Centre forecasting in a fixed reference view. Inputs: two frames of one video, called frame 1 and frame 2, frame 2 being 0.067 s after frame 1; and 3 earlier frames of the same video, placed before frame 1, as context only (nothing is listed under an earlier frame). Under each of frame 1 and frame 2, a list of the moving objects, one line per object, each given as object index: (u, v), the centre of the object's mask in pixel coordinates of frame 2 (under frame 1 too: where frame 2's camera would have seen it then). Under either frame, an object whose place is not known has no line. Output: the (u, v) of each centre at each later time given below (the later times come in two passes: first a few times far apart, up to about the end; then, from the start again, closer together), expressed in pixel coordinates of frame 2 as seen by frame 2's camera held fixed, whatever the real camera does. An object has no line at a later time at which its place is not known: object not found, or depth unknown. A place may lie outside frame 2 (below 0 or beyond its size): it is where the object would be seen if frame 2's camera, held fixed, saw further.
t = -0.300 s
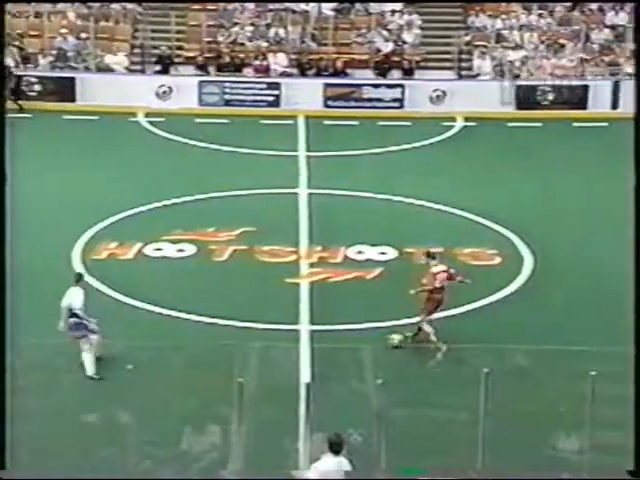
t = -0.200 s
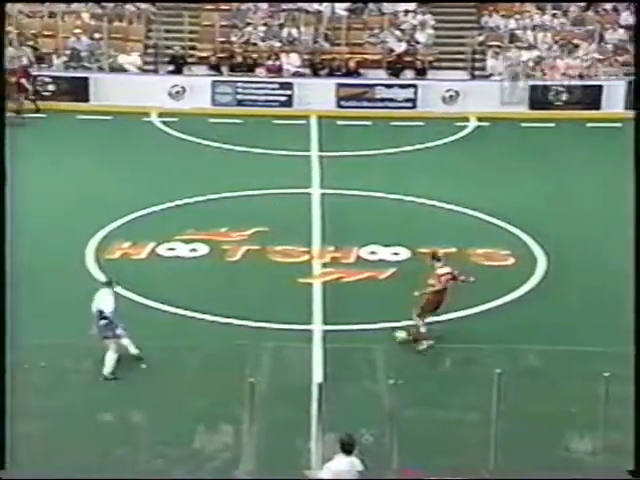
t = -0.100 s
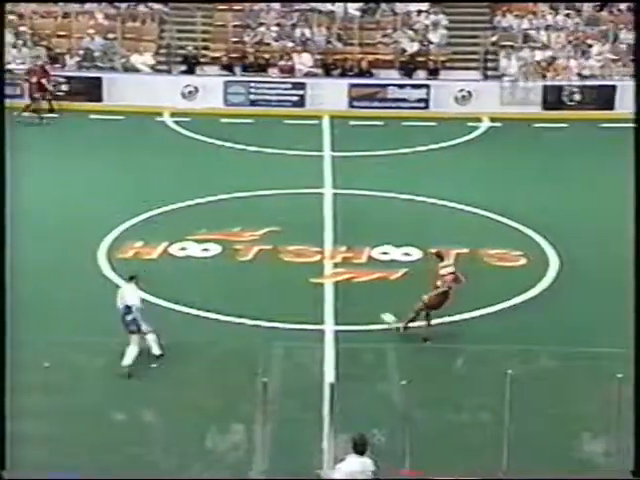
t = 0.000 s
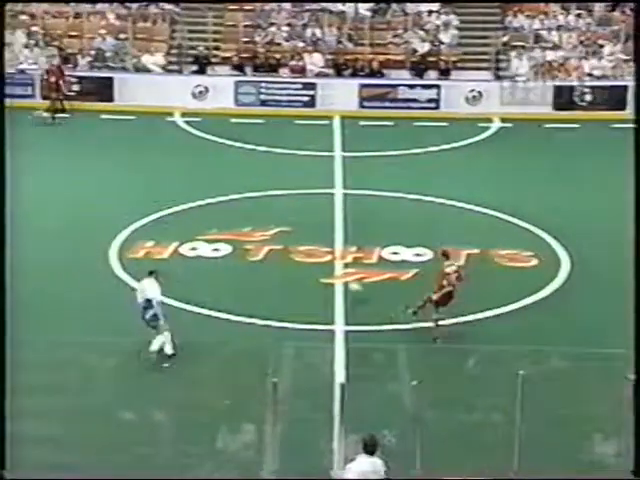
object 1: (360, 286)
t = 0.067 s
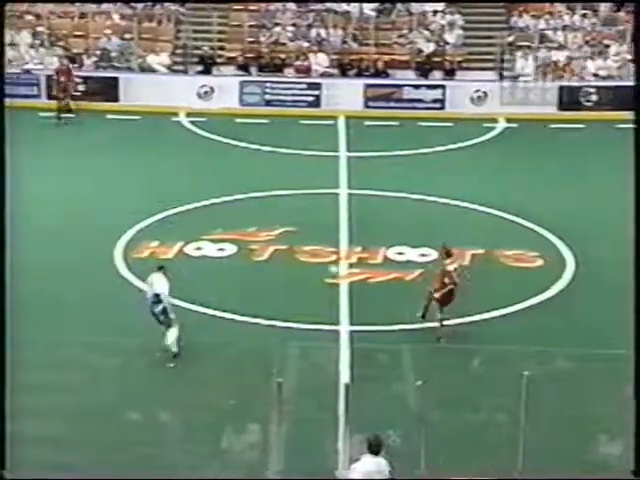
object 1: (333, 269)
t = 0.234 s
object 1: (285, 237)
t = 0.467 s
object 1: (234, 202)
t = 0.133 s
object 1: (311, 261)
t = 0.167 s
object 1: (299, 253)
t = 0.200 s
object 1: (292, 244)
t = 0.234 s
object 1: (285, 237)
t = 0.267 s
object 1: (277, 232)
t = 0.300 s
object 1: (269, 224)
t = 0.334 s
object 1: (261, 219)
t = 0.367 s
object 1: (254, 216)
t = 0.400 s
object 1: (248, 211)
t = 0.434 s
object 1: (241, 206)
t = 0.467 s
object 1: (234, 202)
